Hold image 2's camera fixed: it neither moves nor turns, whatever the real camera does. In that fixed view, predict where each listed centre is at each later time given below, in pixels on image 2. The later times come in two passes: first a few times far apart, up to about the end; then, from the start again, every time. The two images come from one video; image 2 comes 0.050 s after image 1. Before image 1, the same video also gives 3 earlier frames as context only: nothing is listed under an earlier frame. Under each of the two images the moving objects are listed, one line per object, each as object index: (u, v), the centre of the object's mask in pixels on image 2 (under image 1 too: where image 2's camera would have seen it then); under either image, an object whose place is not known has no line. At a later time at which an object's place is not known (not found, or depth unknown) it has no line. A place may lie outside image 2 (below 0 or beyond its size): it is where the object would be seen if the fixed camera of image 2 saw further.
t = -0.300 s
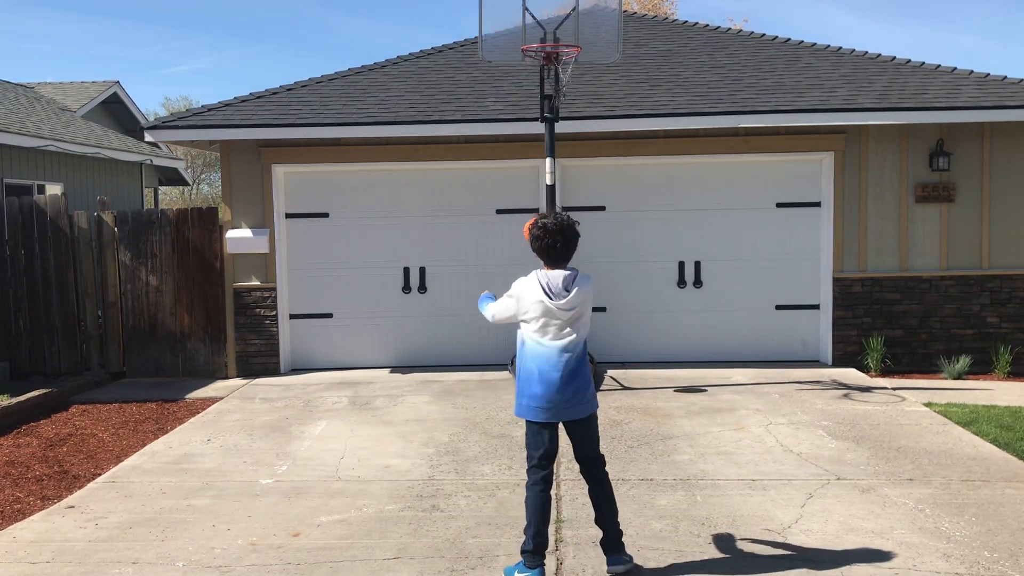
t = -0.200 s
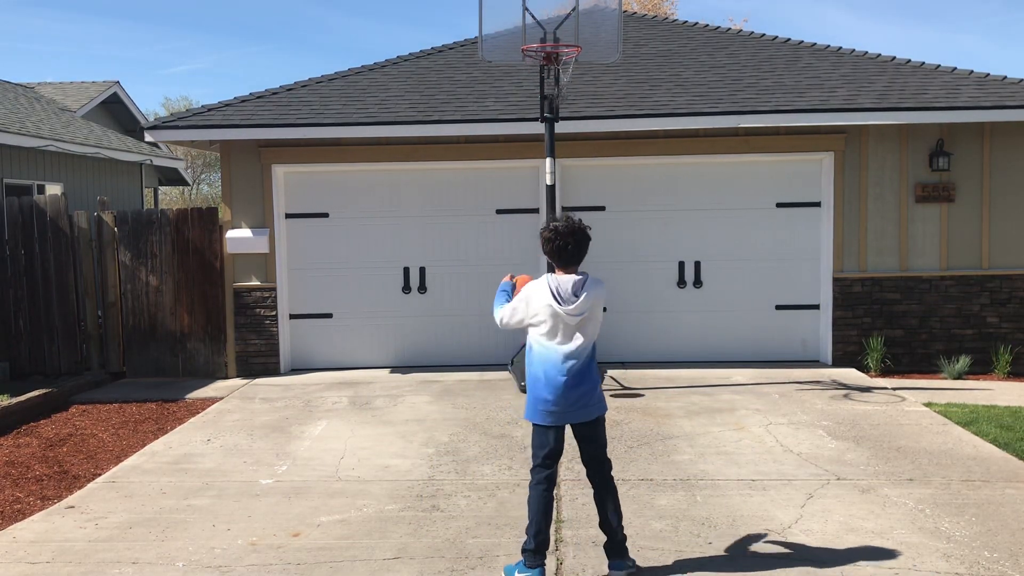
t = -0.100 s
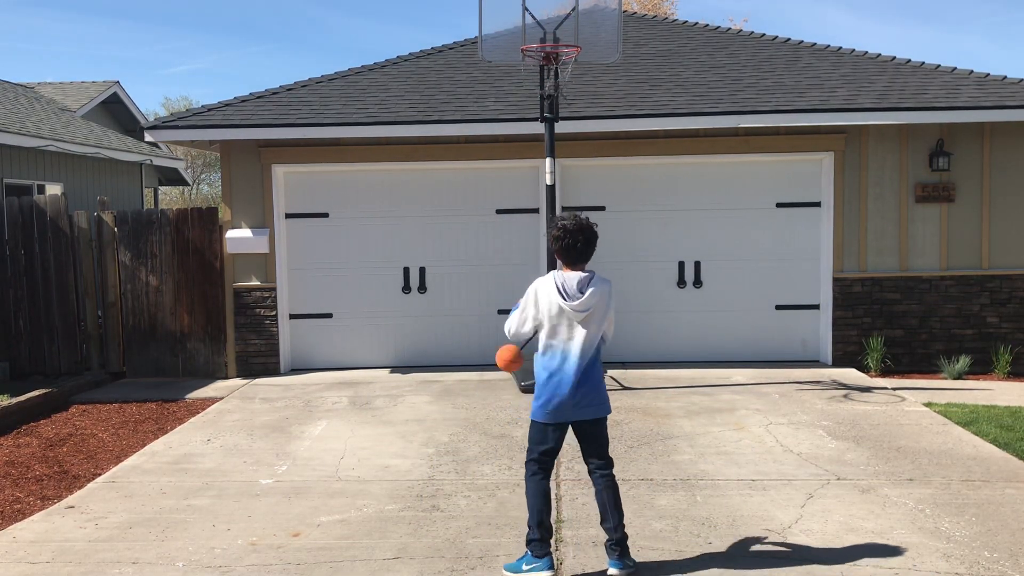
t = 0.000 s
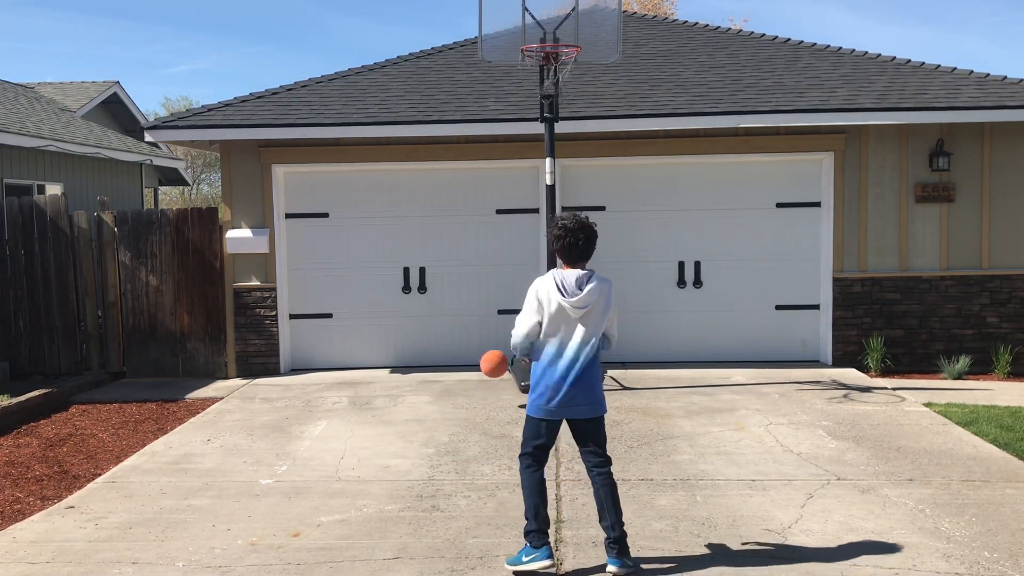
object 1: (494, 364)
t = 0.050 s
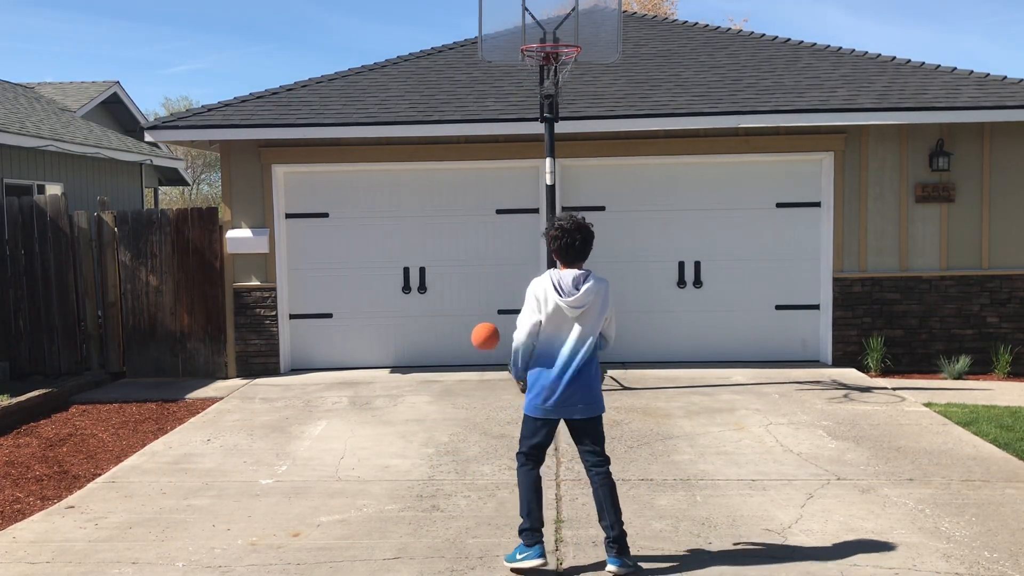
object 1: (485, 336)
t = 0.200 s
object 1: (457, 268)
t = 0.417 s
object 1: (413, 208)
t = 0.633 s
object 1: (363, 204)
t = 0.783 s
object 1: (324, 242)
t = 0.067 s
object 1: (483, 328)
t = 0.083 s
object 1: (479, 320)
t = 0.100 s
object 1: (476, 311)
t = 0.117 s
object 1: (473, 304)
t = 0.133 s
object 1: (470, 296)
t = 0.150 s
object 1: (467, 289)
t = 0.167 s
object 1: (464, 282)
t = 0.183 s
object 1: (461, 275)
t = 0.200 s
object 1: (457, 268)
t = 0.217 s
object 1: (454, 262)
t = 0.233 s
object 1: (451, 256)
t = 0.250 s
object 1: (448, 250)
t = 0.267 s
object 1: (444, 244)
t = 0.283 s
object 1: (441, 239)
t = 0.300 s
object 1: (438, 234)
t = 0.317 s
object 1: (434, 230)
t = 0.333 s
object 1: (431, 225)
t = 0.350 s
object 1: (427, 221)
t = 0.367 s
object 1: (424, 217)
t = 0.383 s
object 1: (420, 214)
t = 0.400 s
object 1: (417, 211)
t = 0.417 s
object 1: (413, 208)
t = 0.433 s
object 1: (409, 206)
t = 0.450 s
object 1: (406, 203)
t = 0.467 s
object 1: (402, 202)
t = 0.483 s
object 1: (398, 200)
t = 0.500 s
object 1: (394, 199)
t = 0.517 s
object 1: (390, 198)
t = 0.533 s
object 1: (386, 198)
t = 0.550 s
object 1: (383, 198)
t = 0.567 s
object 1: (379, 198)
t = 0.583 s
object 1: (375, 199)
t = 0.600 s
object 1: (371, 201)
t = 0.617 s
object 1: (367, 202)
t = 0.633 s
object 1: (363, 204)
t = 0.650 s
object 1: (358, 207)
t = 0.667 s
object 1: (354, 210)
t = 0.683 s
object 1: (350, 213)
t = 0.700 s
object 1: (346, 217)
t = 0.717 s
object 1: (341, 221)
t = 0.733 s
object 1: (337, 225)
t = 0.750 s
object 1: (333, 231)
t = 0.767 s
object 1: (328, 236)
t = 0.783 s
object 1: (324, 242)
